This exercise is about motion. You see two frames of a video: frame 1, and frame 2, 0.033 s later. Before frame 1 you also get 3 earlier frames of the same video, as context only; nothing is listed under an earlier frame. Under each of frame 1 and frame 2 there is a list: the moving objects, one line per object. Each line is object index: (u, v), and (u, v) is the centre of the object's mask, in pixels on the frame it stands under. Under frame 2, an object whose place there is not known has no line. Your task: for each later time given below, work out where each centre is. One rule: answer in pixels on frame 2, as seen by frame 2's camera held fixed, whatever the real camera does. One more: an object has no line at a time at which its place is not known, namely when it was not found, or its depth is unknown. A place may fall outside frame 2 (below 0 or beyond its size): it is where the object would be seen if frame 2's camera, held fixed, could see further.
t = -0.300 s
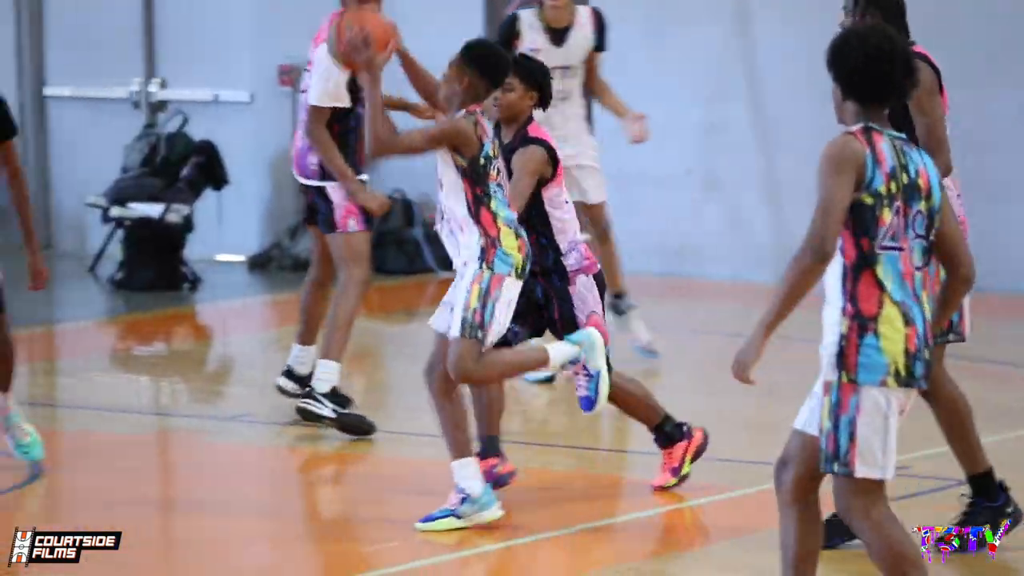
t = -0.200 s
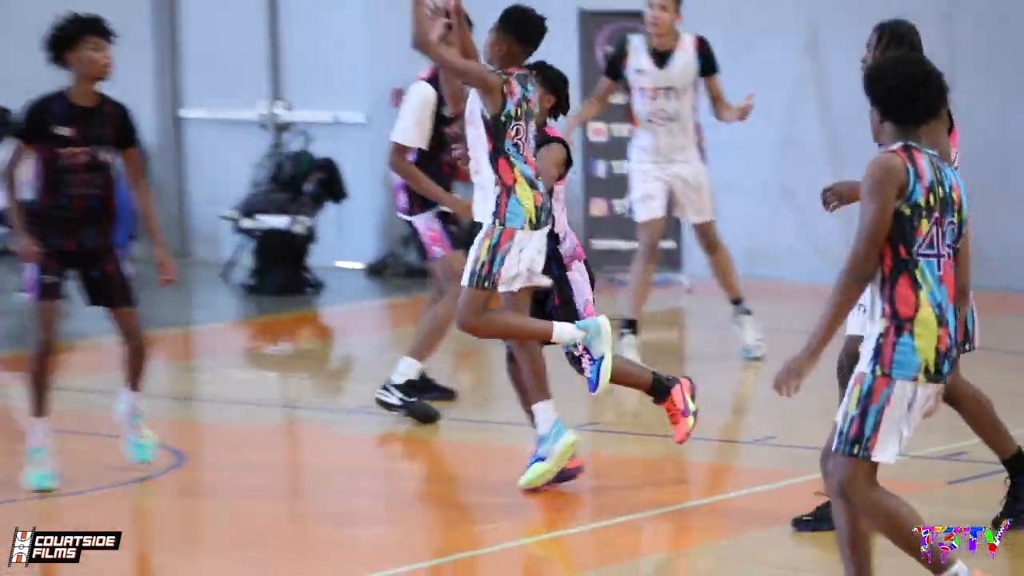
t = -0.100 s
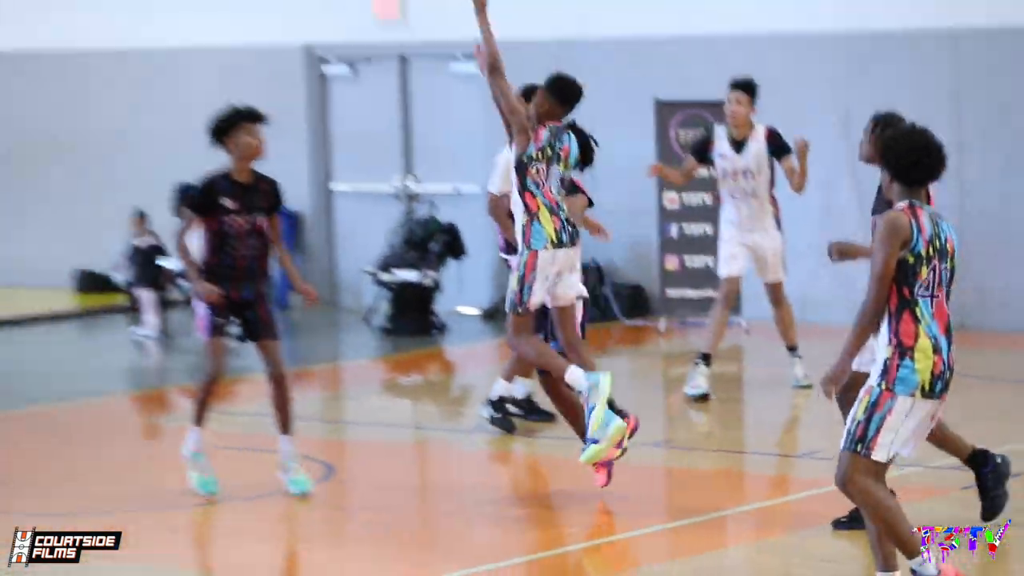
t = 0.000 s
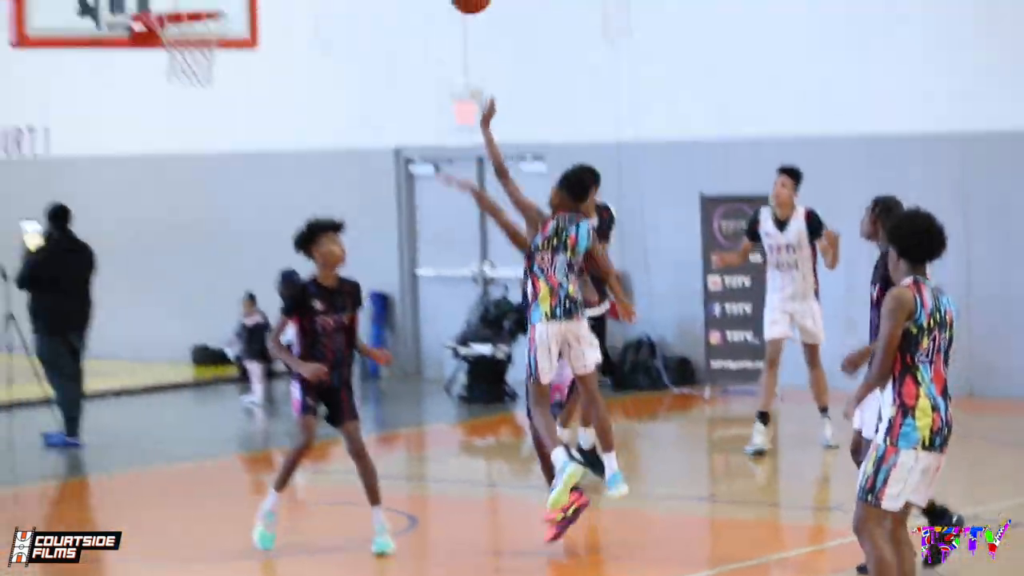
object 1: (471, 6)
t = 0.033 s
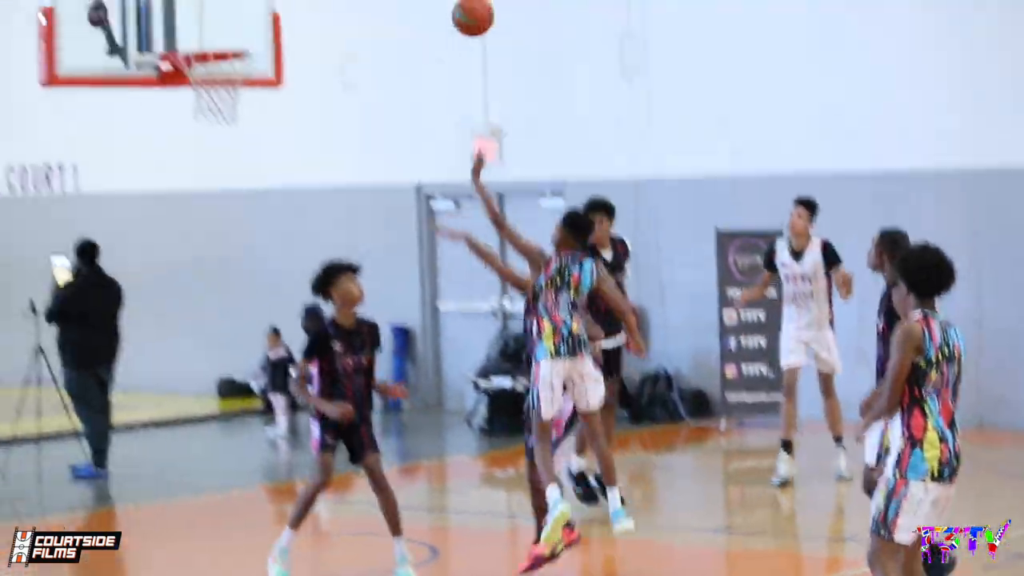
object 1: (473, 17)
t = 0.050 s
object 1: (468, 8)
